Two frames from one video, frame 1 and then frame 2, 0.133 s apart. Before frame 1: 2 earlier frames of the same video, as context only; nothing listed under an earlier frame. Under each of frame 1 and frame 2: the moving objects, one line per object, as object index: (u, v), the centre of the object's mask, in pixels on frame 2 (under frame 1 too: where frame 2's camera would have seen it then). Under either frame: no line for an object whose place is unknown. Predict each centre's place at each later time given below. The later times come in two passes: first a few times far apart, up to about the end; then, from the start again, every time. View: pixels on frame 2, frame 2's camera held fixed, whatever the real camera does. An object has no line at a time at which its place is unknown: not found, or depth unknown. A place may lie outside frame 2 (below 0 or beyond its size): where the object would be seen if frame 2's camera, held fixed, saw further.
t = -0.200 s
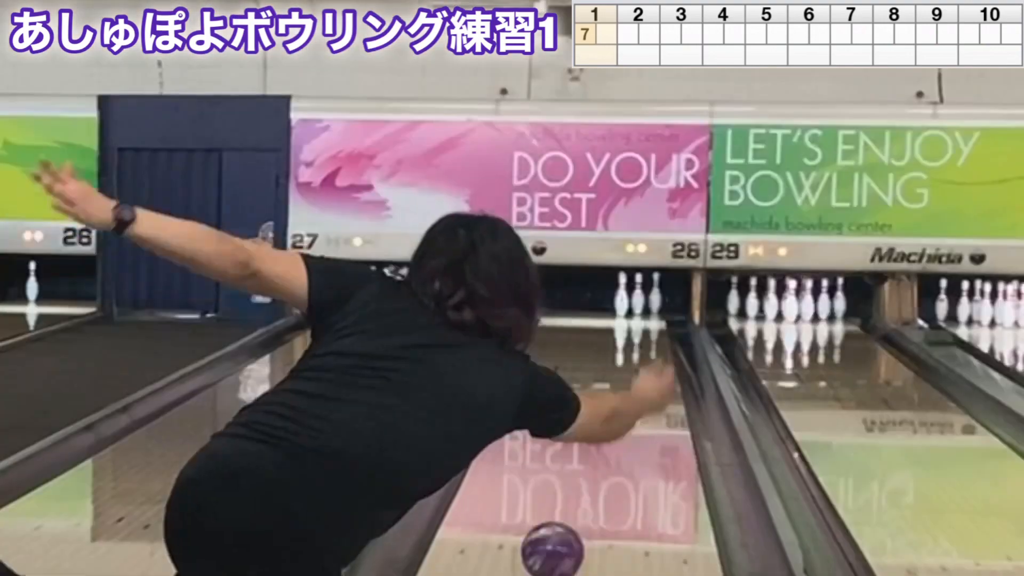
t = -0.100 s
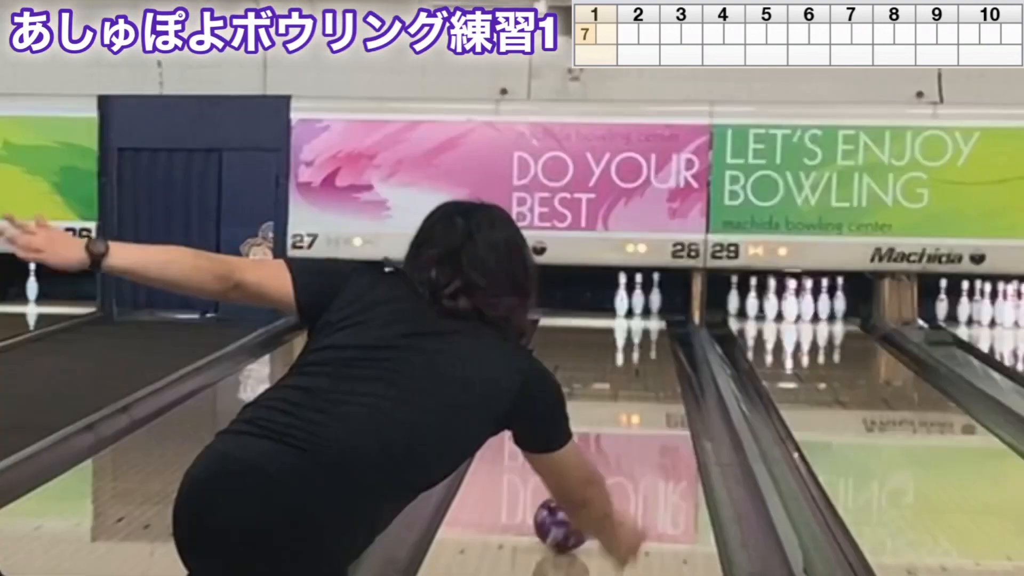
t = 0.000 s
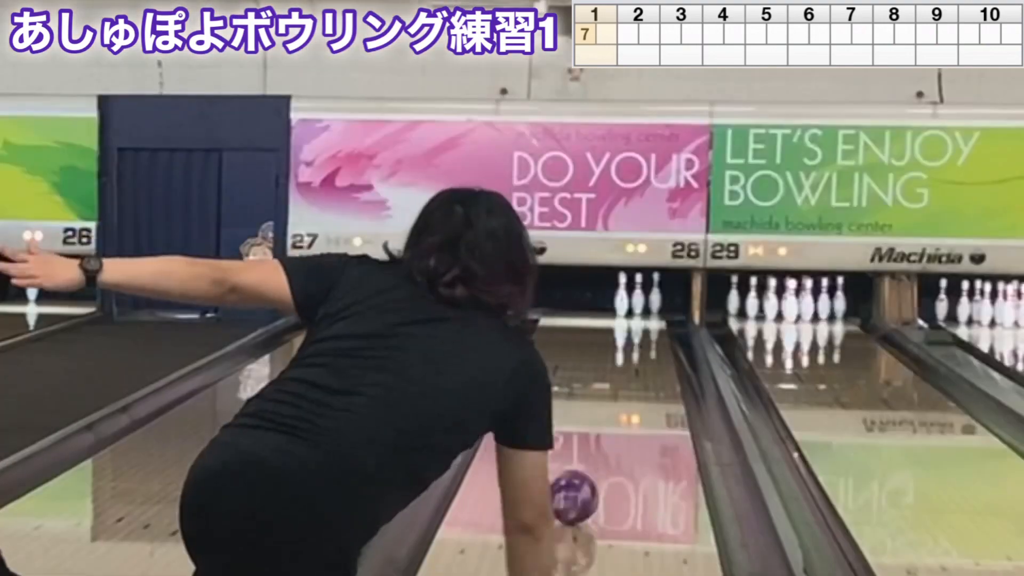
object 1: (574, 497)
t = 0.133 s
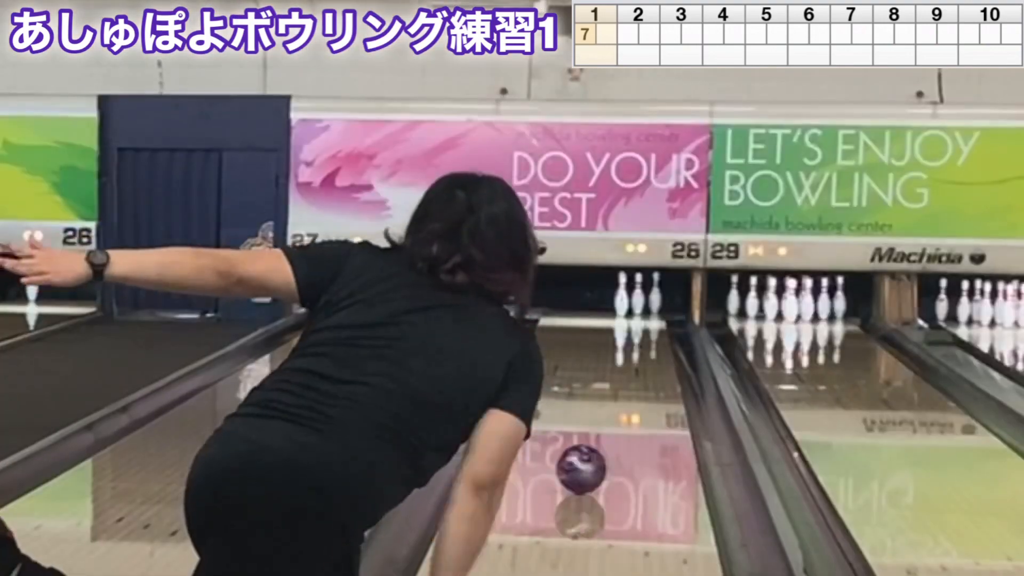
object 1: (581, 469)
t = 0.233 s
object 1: (587, 450)
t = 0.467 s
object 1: (598, 414)
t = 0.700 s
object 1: (606, 386)
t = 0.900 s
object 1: (611, 366)
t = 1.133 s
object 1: (618, 348)
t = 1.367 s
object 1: (619, 330)
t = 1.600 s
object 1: (620, 317)
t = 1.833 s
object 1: (619, 303)
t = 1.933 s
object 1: (616, 300)
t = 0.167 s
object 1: (583, 462)
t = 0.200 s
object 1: (585, 456)
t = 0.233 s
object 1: (587, 450)
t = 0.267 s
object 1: (589, 444)
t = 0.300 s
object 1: (590, 439)
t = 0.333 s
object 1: (592, 434)
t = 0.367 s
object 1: (594, 428)
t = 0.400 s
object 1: (596, 423)
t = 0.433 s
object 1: (597, 418)
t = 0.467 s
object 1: (598, 414)
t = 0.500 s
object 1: (600, 409)
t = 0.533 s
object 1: (601, 406)
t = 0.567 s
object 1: (602, 401)
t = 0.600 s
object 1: (603, 397)
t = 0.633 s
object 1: (605, 393)
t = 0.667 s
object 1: (606, 390)
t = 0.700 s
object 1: (606, 386)
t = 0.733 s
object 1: (607, 382)
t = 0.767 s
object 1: (608, 378)
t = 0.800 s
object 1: (609, 375)
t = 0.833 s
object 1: (612, 372)
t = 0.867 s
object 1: (613, 368)
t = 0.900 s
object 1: (611, 366)
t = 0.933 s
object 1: (614, 363)
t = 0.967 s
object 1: (613, 360)
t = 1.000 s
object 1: (614, 358)
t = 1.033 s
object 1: (616, 355)
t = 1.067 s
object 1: (615, 352)
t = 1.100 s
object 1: (617, 349)
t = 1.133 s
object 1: (618, 348)
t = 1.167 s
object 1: (618, 345)
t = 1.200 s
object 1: (619, 344)
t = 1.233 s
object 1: (618, 341)
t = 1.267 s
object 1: (619, 338)
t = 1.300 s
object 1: (620, 335)
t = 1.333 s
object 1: (620, 334)
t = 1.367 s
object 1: (619, 330)
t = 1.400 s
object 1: (620, 329)
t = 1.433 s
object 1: (620, 327)
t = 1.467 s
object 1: (620, 325)
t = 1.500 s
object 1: (620, 323)
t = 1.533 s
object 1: (621, 321)
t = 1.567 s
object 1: (620, 320)
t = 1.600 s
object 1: (620, 317)
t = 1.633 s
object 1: (620, 315)
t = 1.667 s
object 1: (620, 314)
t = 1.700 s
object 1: (618, 313)
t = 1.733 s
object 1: (618, 310)
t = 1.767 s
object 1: (618, 307)
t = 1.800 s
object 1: (619, 305)
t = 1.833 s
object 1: (619, 303)
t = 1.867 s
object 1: (620, 301)
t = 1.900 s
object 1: (614, 302)
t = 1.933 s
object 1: (616, 300)
